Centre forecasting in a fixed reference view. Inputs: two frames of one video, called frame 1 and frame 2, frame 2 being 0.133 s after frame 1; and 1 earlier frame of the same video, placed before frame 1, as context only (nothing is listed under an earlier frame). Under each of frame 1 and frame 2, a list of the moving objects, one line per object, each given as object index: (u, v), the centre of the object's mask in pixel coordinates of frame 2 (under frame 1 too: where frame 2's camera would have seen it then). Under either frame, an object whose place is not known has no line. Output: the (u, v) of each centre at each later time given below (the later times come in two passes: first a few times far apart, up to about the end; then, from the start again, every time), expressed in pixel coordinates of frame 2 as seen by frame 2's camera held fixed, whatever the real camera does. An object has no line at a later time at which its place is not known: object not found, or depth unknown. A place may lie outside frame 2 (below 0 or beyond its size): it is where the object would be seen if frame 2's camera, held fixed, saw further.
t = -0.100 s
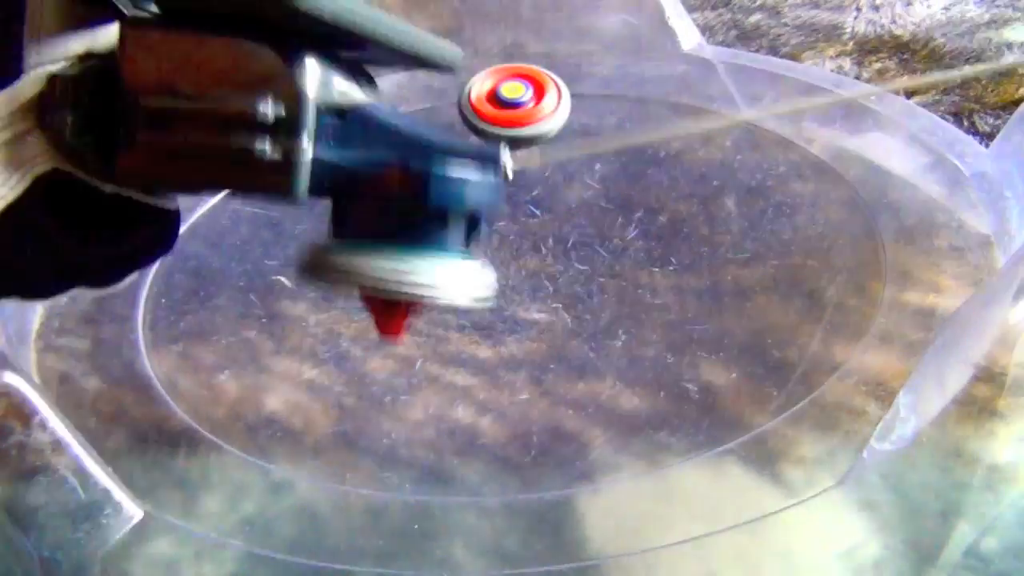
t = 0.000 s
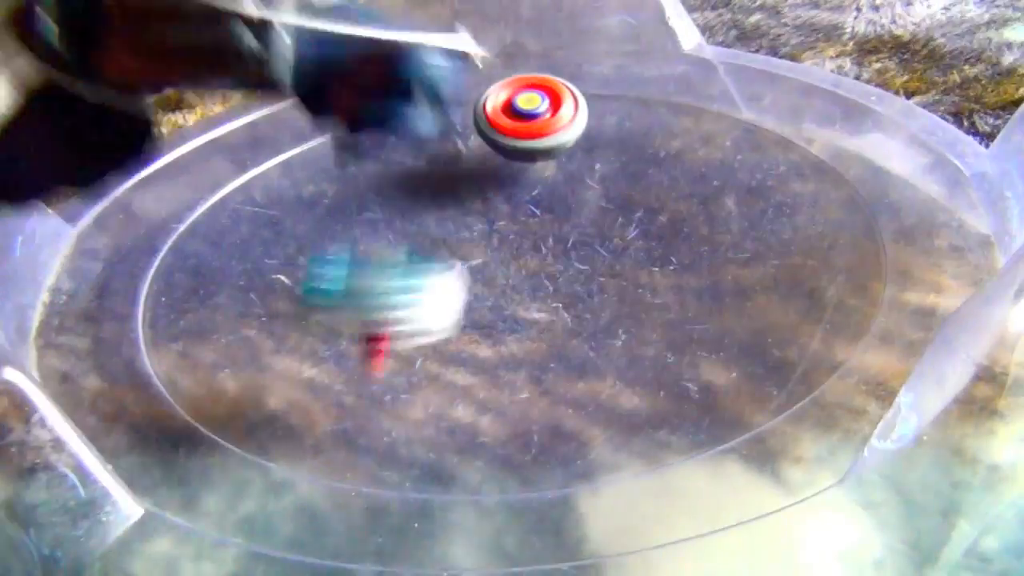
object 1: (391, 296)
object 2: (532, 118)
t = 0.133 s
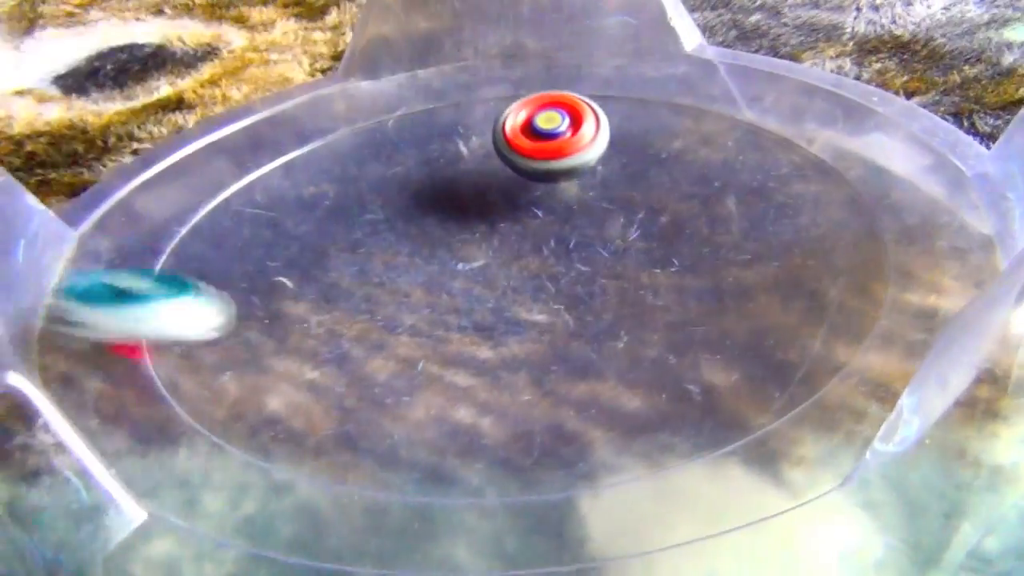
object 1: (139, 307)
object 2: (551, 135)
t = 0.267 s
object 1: (157, 253)
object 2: (582, 154)
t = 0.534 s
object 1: (155, 289)
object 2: (672, 160)
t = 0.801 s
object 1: (155, 261)
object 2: (722, 163)
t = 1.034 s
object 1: (177, 220)
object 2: (722, 179)
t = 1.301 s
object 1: (187, 205)
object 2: (693, 220)
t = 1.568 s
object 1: (197, 201)
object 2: (700, 269)
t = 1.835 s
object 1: (228, 176)
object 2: (711, 305)
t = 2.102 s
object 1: (458, 203)
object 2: (690, 331)
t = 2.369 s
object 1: (360, 90)
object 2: (637, 345)
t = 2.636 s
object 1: (577, 277)
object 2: (557, 363)
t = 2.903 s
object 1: (666, 41)
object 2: (505, 415)
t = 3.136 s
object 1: (500, 206)
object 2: (441, 399)
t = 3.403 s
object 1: (929, 208)
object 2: (371, 370)
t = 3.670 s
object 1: (510, 172)
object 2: (341, 329)
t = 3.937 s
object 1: (520, 304)
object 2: (459, 474)
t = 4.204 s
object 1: (748, 162)
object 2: (611, 302)
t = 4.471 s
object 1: (322, 281)
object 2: (535, 171)
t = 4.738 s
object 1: (811, 346)
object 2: (403, 118)
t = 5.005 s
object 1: (561, 163)
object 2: (304, 120)
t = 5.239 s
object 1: (190, 338)
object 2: (305, 160)
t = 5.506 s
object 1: (734, 439)
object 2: (466, 221)
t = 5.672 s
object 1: (751, 240)
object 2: (569, 198)
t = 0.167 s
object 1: (109, 278)
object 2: (560, 139)
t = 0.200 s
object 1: (137, 264)
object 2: (564, 144)
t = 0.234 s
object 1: (162, 269)
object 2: (572, 150)
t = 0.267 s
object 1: (157, 253)
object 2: (582, 154)
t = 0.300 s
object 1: (155, 242)
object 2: (594, 156)
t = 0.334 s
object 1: (162, 242)
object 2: (605, 158)
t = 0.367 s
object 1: (160, 241)
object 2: (616, 160)
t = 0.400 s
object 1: (159, 245)
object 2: (628, 160)
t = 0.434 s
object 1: (157, 253)
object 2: (640, 161)
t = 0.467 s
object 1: (155, 265)
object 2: (651, 161)
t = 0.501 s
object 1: (154, 278)
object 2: (662, 161)
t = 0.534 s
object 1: (155, 289)
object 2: (672, 160)
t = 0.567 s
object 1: (155, 296)
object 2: (681, 160)
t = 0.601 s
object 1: (156, 298)
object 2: (690, 160)
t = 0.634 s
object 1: (155, 297)
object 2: (698, 160)
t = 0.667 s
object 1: (154, 292)
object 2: (705, 160)
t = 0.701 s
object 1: (153, 285)
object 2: (711, 160)
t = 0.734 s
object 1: (153, 278)
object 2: (715, 160)
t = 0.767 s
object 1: (155, 270)
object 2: (719, 161)
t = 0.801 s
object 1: (155, 261)
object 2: (722, 163)
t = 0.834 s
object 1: (157, 255)
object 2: (723, 164)
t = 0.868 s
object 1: (161, 248)
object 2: (725, 165)
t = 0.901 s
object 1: (162, 240)
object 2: (726, 167)
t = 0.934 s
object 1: (166, 233)
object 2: (726, 169)
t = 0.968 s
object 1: (171, 227)
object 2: (725, 172)
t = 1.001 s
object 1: (175, 223)
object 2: (723, 175)
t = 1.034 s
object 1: (177, 220)
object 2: (722, 179)
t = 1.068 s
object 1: (179, 217)
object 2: (719, 182)
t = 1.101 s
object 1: (185, 214)
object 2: (715, 187)
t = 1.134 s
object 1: (186, 210)
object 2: (711, 192)
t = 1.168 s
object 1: (186, 205)
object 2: (707, 197)
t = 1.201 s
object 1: (188, 203)
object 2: (702, 203)
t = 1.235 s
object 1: (188, 203)
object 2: (699, 208)
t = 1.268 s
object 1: (189, 202)
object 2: (696, 214)
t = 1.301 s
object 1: (187, 205)
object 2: (693, 220)
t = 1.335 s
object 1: (184, 208)
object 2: (692, 226)
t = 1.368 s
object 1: (182, 214)
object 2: (691, 232)
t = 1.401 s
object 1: (181, 214)
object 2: (691, 239)
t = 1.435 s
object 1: (180, 214)
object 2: (692, 245)
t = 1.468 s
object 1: (183, 215)
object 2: (694, 251)
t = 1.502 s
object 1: (189, 210)
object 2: (696, 257)
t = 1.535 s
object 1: (190, 201)
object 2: (698, 263)
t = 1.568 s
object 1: (197, 201)
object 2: (700, 269)
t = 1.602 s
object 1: (207, 197)
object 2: (702, 275)
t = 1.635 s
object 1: (212, 189)
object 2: (704, 280)
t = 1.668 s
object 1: (209, 182)
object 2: (707, 284)
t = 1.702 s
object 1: (217, 185)
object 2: (708, 288)
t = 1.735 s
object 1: (225, 181)
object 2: (710, 293)
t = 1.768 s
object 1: (226, 176)
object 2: (710, 297)
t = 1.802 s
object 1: (226, 170)
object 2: (711, 301)
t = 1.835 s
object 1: (228, 176)
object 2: (711, 305)
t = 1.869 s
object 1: (240, 181)
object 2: (711, 309)
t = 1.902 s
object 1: (259, 188)
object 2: (709, 312)
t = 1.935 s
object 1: (279, 199)
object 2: (708, 316)
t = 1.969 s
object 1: (301, 213)
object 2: (705, 319)
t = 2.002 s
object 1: (331, 224)
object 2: (701, 322)
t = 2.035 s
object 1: (371, 227)
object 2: (698, 325)
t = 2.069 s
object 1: (417, 220)
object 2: (694, 328)
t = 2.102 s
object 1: (458, 203)
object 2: (690, 331)
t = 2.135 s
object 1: (488, 179)
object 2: (684, 333)
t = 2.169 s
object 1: (503, 151)
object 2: (679, 336)
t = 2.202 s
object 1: (500, 123)
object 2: (673, 338)
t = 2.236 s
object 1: (480, 97)
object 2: (667, 340)
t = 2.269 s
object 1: (453, 70)
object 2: (660, 343)
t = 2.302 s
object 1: (417, 60)
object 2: (653, 344)
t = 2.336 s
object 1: (388, 77)
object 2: (646, 344)
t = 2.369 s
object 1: (360, 90)
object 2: (637, 345)
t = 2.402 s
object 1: (329, 108)
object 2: (629, 344)
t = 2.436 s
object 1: (293, 137)
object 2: (620, 345)
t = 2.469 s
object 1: (277, 170)
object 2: (610, 346)
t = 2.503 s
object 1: (286, 210)
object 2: (600, 347)
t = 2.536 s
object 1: (321, 253)
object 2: (589, 348)
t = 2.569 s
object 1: (390, 285)
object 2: (576, 348)
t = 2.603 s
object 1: (472, 293)
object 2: (565, 350)
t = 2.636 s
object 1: (577, 277)
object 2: (557, 363)
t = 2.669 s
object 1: (656, 252)
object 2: (550, 380)
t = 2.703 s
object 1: (714, 208)
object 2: (543, 393)
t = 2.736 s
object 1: (748, 159)
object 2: (535, 402)
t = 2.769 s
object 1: (758, 110)
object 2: (527, 410)
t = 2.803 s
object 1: (736, 71)
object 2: (518, 417)
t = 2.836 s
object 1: (702, 49)
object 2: (510, 421)
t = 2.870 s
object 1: (682, 35)
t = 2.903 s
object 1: (666, 41)
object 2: (505, 415)
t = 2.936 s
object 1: (646, 67)
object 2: (498, 411)
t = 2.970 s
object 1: (629, 69)
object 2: (490, 410)
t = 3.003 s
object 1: (603, 79)
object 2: (480, 407)
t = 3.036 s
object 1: (571, 100)
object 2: (470, 405)
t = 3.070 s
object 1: (538, 130)
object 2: (461, 403)
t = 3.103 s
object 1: (511, 168)
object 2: (451, 401)
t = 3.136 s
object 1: (500, 206)
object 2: (441, 399)
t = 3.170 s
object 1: (511, 246)
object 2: (431, 396)
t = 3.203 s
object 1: (542, 277)
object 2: (421, 393)
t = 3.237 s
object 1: (598, 301)
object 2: (411, 390)
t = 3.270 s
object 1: (669, 311)
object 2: (402, 387)
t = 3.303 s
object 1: (754, 305)
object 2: (394, 383)
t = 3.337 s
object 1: (844, 283)
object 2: (386, 380)
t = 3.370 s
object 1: (906, 237)
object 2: (377, 375)
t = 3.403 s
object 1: (929, 208)
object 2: (371, 370)
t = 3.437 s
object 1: (889, 190)
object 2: (368, 365)
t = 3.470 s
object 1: (855, 165)
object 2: (364, 360)
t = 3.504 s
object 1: (816, 142)
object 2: (360, 355)
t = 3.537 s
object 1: (769, 128)
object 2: (356, 350)
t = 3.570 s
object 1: (711, 124)
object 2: (352, 345)
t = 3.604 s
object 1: (646, 131)
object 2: (349, 340)
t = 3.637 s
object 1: (577, 148)
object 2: (345, 334)
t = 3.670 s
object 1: (510, 172)
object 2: (341, 329)
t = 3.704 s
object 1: (451, 203)
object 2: (337, 323)
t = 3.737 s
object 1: (406, 237)
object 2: (333, 318)
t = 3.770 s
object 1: (395, 256)
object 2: (262, 345)
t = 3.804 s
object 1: (426, 252)
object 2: (191, 373)
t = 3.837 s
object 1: (445, 254)
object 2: (235, 350)
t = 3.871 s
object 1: (465, 263)
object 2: (301, 351)
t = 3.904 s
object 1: (487, 281)
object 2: (382, 411)
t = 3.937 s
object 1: (520, 304)
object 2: (459, 474)
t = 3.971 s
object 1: (572, 318)
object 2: (506, 454)
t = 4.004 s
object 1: (633, 321)
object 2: (544, 435)
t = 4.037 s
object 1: (698, 308)
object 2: (571, 418)
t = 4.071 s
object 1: (754, 284)
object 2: (587, 394)
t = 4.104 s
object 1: (790, 248)
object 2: (600, 368)
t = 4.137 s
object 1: (801, 211)
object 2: (605, 346)
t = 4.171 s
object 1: (784, 184)
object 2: (610, 324)
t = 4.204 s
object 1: (748, 162)
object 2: (611, 302)
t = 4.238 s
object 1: (696, 147)
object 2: (609, 280)
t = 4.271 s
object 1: (634, 143)
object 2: (604, 261)
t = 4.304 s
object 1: (573, 149)
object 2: (598, 243)
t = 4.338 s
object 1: (507, 164)
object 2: (589, 225)
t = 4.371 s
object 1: (449, 183)
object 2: (578, 210)
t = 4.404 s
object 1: (394, 212)
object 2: (565, 195)
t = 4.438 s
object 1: (348, 245)
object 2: (550, 182)
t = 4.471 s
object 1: (322, 281)
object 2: (535, 171)
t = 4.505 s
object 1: (314, 322)
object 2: (519, 160)
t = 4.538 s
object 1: (330, 364)
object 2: (504, 152)
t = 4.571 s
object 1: (382, 398)
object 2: (488, 144)
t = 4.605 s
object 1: (452, 429)
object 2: (472, 138)
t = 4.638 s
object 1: (539, 440)
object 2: (456, 130)
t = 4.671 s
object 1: (647, 419)
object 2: (437, 125)
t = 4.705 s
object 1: (738, 387)
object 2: (420, 120)
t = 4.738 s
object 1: (811, 346)
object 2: (403, 118)
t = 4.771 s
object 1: (852, 299)
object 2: (387, 117)
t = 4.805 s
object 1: (859, 256)
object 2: (372, 116)
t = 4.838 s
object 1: (842, 223)
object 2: (357, 116)
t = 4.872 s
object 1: (803, 196)
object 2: (344, 116)
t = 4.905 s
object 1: (750, 178)
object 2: (332, 116)
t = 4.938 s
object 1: (691, 166)
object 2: (321, 117)
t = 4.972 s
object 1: (625, 161)
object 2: (312, 118)
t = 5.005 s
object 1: (561, 163)
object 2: (304, 120)
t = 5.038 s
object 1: (495, 170)
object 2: (298, 123)
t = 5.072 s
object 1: (427, 185)
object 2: (294, 127)
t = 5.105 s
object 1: (364, 205)
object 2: (292, 131)
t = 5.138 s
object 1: (304, 230)
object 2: (292, 136)
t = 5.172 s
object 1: (251, 260)
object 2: (294, 143)
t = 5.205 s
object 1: (216, 297)
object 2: (298, 151)
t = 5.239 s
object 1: (190, 338)
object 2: (305, 160)
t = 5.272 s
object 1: (198, 375)
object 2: (315, 171)
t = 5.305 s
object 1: (238, 418)
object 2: (328, 184)
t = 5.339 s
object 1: (291, 456)
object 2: (344, 195)
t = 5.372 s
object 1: (364, 491)
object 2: (365, 204)
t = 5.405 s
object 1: (455, 503)
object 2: (387, 212)
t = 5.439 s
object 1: (562, 500)
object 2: (413, 218)
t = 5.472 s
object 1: (656, 479)
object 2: (439, 221)
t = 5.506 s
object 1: (734, 439)
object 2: (466, 221)
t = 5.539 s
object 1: (781, 395)
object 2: (490, 220)
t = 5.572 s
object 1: (805, 346)
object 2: (514, 216)
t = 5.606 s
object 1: (806, 309)
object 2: (536, 210)
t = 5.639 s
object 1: (784, 273)
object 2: (554, 204)
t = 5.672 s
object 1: (751, 240)
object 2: (569, 198)
